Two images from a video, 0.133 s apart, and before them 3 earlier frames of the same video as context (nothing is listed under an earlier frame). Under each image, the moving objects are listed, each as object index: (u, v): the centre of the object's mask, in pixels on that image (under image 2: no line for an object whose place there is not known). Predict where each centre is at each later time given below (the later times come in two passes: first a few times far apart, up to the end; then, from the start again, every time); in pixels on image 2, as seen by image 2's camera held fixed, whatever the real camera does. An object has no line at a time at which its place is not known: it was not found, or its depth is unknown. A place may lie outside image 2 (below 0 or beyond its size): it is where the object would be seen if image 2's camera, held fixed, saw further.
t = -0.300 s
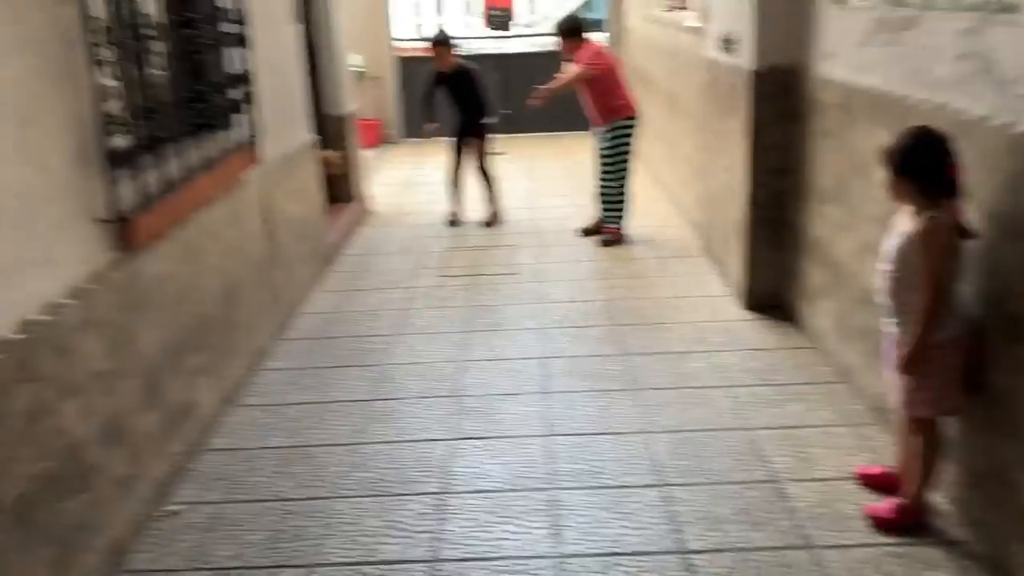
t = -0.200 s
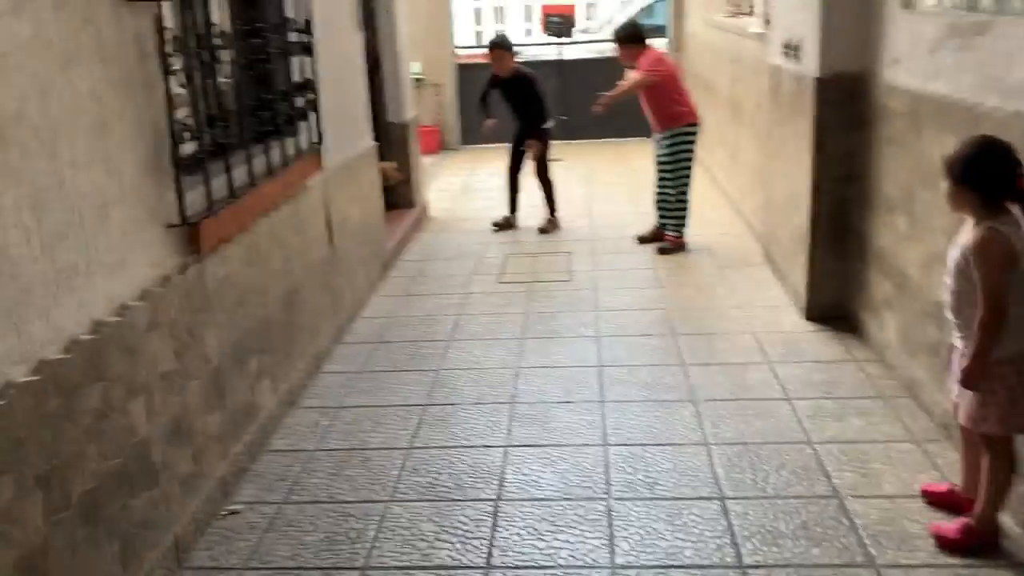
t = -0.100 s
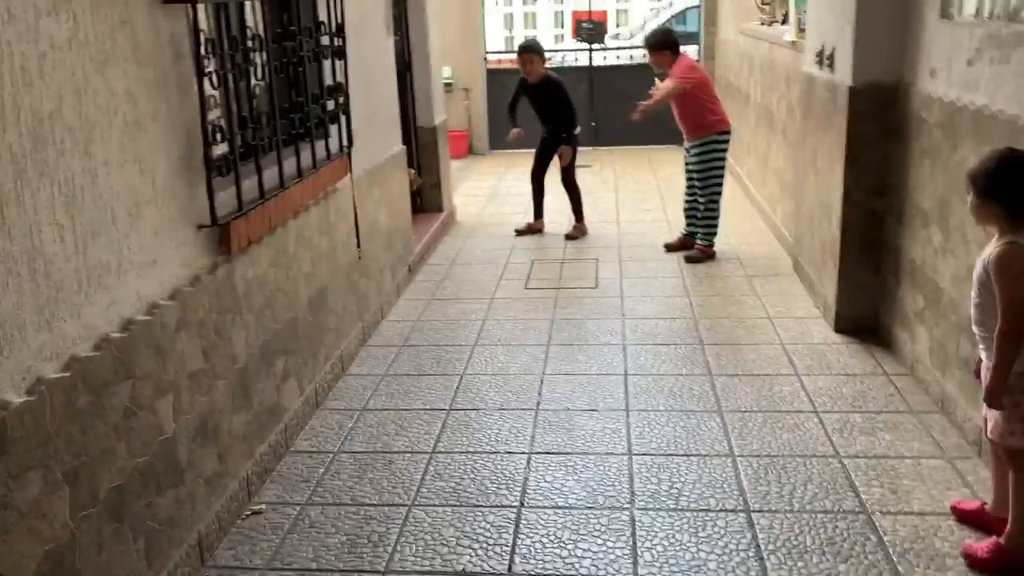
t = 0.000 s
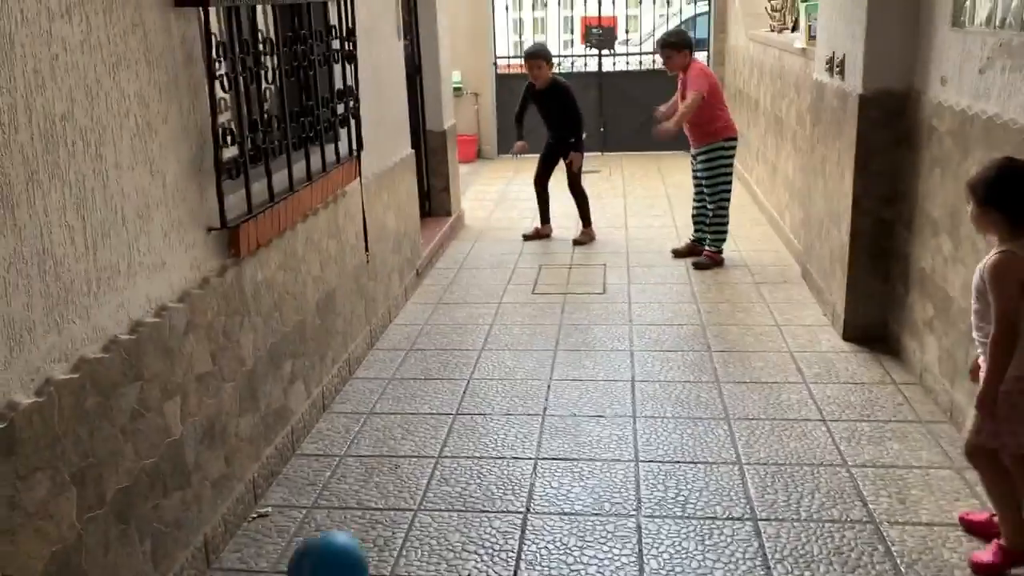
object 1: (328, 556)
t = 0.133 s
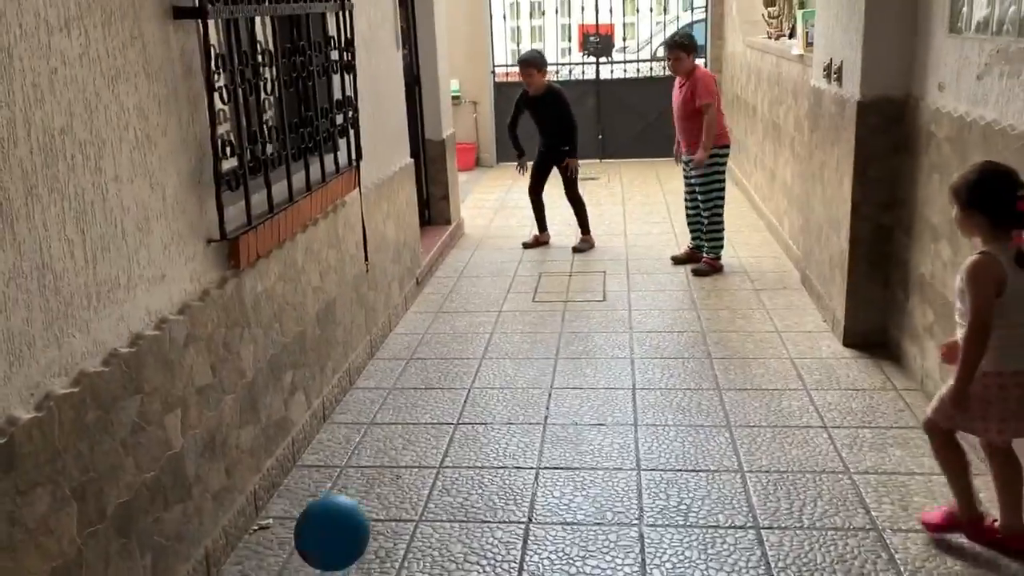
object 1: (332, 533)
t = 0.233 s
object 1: (336, 528)
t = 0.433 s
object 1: (343, 474)
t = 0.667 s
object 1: (353, 447)
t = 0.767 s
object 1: (358, 435)
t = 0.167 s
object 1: (333, 528)
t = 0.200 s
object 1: (334, 527)
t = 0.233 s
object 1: (336, 528)
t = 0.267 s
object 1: (338, 530)
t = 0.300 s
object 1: (341, 533)
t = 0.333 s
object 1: (341, 527)
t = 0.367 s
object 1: (342, 509)
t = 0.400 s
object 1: (343, 490)
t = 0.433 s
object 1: (343, 474)
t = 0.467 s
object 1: (344, 462)
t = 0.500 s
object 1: (345, 454)
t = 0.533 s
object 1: (346, 447)
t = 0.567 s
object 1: (347, 443)
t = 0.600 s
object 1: (348, 442)
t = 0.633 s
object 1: (350, 443)
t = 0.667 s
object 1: (353, 447)
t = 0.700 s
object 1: (355, 453)
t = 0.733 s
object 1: (357, 452)
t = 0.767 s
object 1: (358, 435)
